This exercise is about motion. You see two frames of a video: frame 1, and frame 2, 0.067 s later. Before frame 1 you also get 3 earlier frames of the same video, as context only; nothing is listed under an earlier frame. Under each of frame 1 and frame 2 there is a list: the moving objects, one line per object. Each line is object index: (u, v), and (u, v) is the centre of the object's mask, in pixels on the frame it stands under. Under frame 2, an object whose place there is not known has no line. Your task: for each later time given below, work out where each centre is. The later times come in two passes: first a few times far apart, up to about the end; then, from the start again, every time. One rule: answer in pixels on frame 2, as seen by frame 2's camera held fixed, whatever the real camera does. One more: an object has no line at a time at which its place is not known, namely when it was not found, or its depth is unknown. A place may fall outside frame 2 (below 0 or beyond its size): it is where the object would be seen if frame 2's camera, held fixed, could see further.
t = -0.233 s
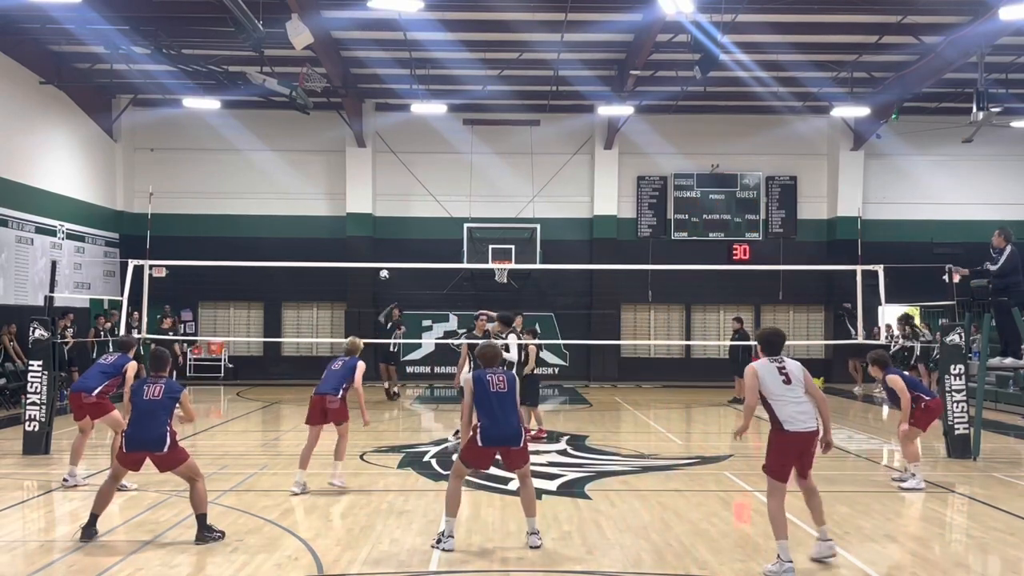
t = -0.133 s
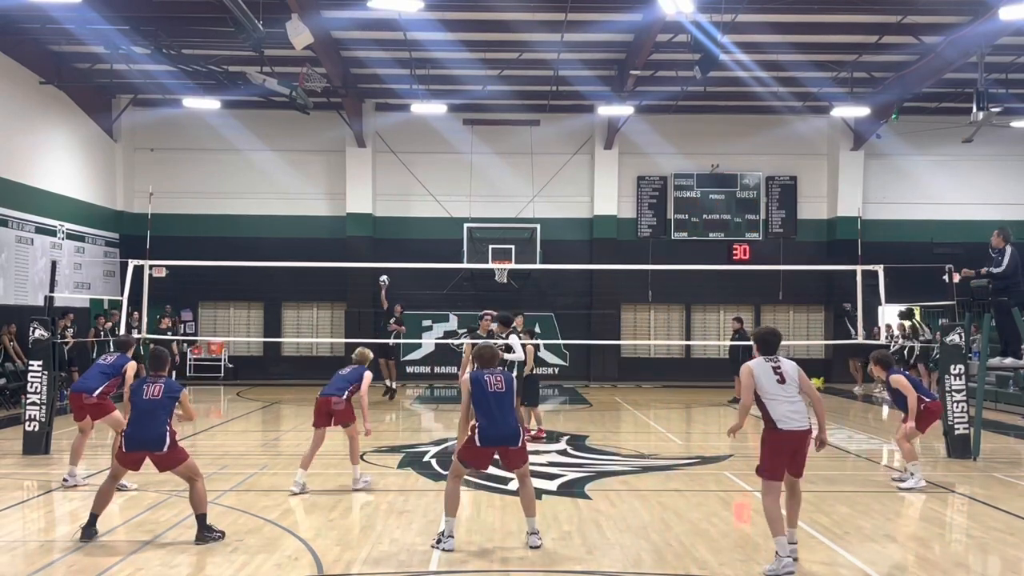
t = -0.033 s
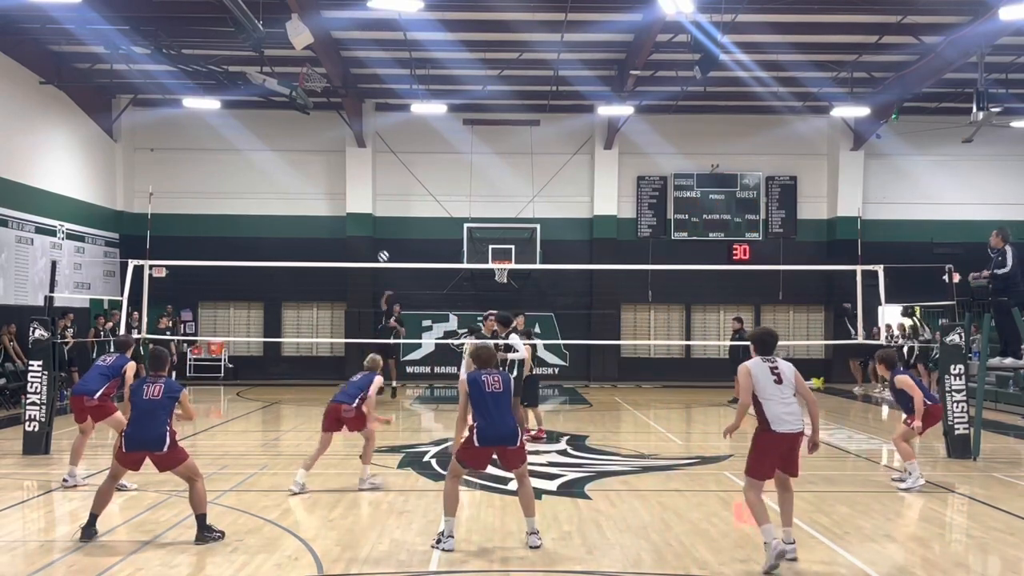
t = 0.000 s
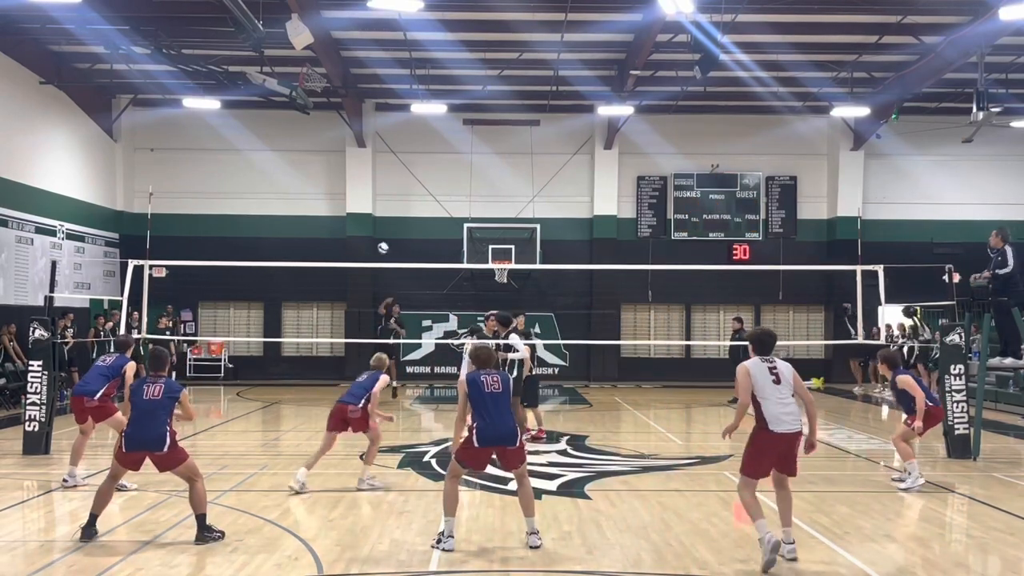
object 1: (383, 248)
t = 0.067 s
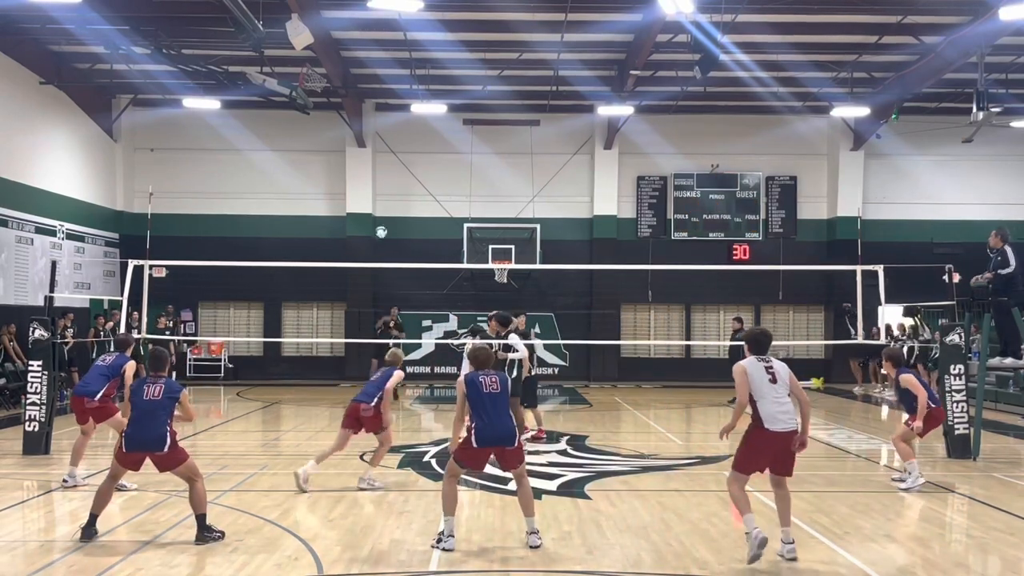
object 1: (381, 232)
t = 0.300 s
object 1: (374, 190)
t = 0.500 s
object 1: (364, 179)
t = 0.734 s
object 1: (344, 214)
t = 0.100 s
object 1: (380, 225)
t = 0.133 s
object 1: (379, 218)
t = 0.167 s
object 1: (378, 211)
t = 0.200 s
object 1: (377, 205)
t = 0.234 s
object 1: (377, 200)
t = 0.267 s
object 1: (376, 195)
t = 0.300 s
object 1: (374, 190)
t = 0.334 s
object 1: (373, 186)
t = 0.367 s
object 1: (372, 184)
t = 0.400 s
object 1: (369, 180)
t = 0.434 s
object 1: (368, 180)
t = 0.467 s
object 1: (366, 179)
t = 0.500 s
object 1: (364, 179)
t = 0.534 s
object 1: (362, 180)
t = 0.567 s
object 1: (359, 183)
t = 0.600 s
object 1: (356, 186)
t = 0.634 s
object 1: (354, 190)
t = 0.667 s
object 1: (351, 196)
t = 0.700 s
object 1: (347, 204)
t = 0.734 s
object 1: (344, 214)
